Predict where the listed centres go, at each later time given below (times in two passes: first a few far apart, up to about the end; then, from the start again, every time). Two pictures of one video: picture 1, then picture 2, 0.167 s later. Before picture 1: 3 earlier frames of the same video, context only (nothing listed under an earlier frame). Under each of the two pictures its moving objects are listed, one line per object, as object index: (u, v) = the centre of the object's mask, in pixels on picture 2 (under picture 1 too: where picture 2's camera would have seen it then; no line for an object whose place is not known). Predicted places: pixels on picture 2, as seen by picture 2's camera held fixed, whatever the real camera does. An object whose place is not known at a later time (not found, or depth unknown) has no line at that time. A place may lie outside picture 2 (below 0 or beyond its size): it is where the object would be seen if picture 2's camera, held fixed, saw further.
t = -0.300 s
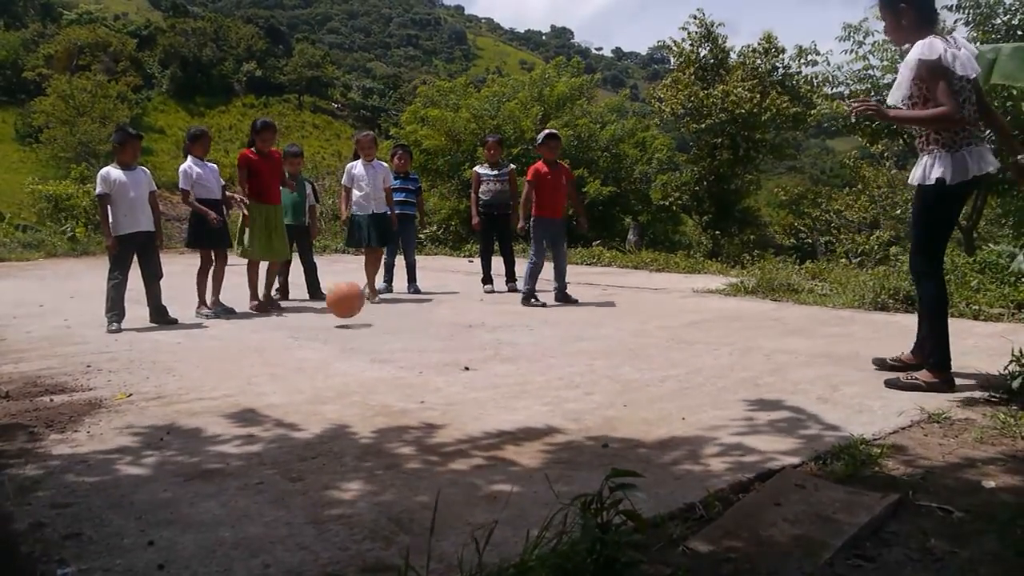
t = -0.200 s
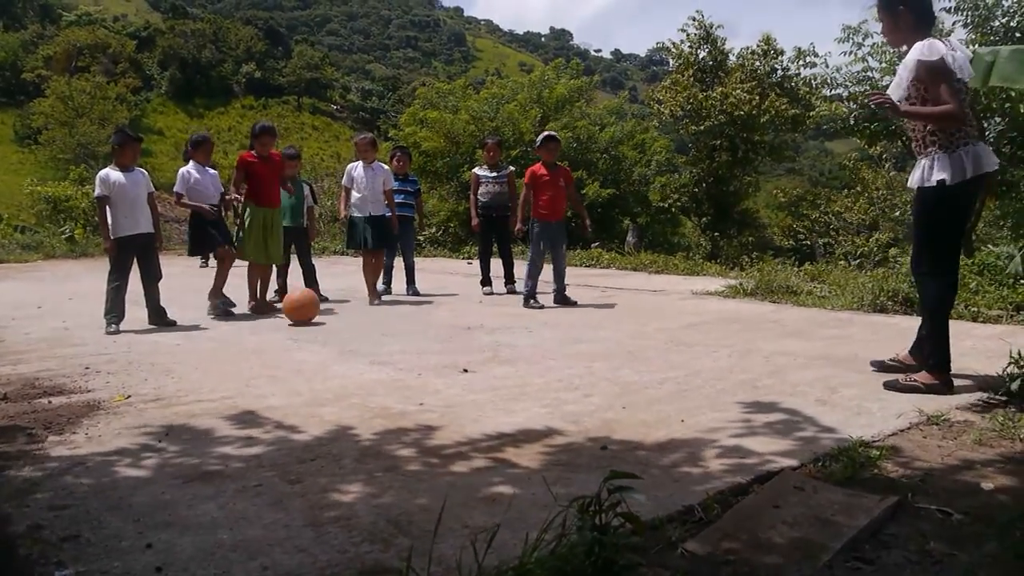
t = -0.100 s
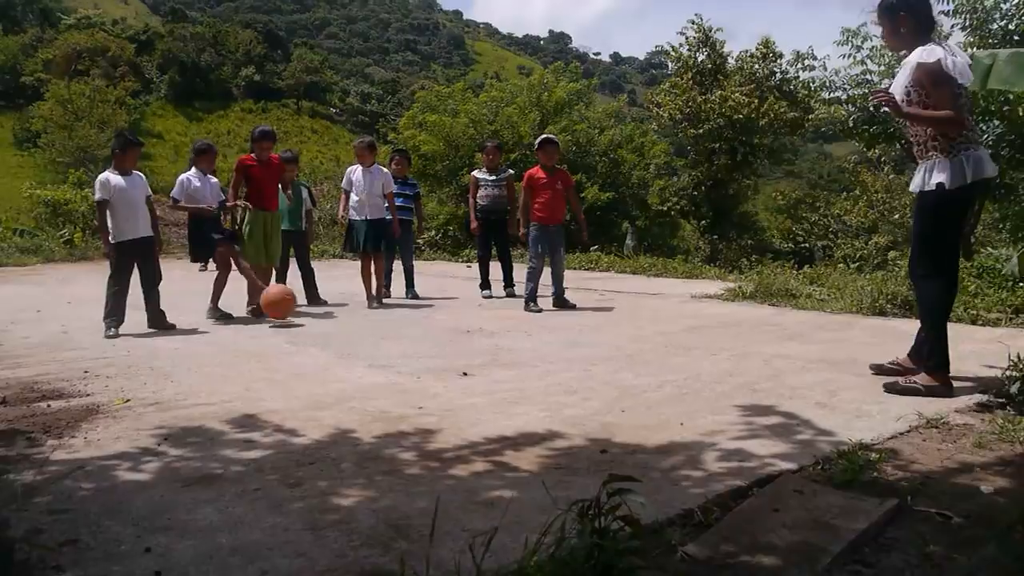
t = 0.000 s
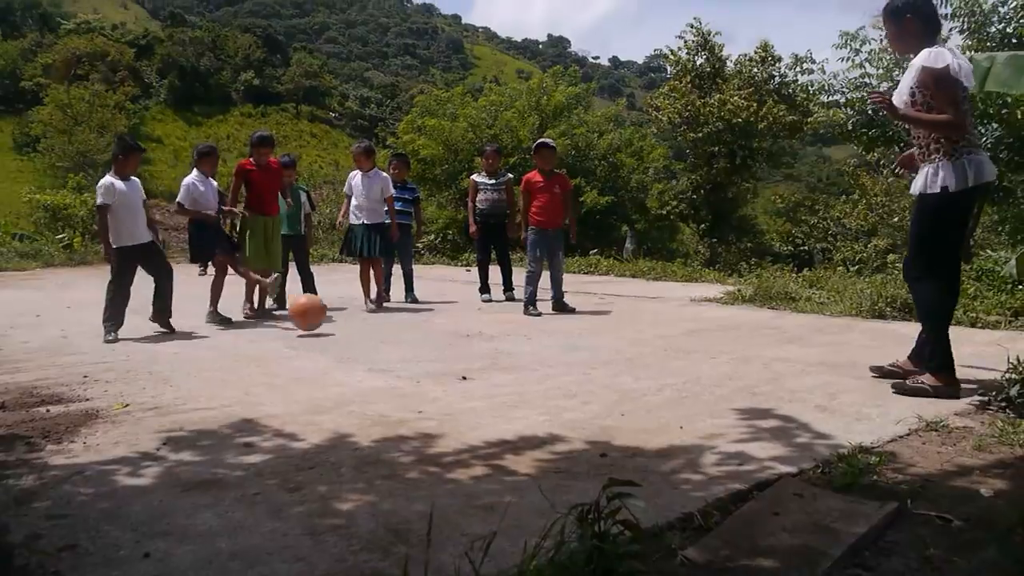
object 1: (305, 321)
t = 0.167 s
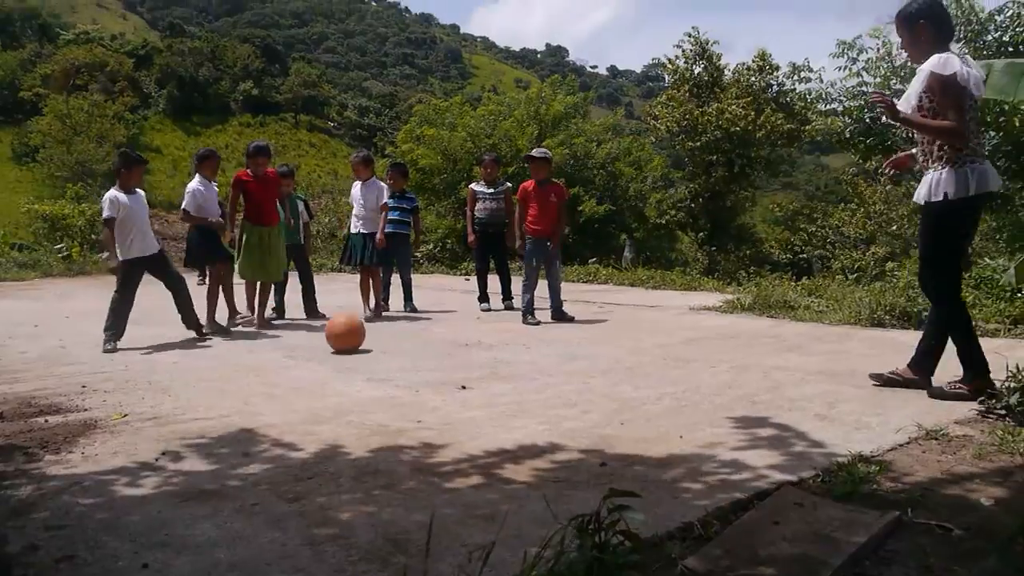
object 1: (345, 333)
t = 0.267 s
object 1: (361, 334)
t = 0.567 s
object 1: (402, 340)
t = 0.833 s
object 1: (441, 346)
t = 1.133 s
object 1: (489, 355)
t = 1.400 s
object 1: (535, 361)
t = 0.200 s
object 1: (351, 334)
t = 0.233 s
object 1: (356, 334)
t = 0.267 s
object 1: (361, 334)
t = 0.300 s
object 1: (365, 334)
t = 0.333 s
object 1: (370, 335)
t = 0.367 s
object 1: (374, 336)
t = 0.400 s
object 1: (379, 336)
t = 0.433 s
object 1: (383, 337)
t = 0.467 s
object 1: (388, 338)
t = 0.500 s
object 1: (393, 338)
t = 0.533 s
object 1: (397, 339)
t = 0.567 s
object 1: (402, 340)
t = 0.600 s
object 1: (407, 342)
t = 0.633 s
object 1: (412, 342)
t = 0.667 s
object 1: (417, 343)
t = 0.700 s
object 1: (422, 344)
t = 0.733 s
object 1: (426, 344)
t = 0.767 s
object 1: (431, 344)
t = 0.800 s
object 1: (436, 345)
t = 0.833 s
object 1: (441, 346)
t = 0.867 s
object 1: (446, 346)
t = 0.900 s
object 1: (452, 348)
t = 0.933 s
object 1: (457, 349)
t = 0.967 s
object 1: (462, 350)
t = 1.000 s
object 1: (467, 350)
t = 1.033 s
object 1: (473, 351)
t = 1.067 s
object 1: (478, 352)
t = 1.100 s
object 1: (484, 354)
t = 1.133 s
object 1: (489, 355)
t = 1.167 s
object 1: (495, 356)
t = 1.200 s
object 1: (500, 356)
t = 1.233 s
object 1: (507, 358)
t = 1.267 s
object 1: (512, 358)
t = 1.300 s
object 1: (517, 359)
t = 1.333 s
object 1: (523, 360)
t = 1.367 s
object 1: (530, 360)
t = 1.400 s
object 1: (535, 361)
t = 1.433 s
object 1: (541, 362)
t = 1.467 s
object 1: (547, 364)
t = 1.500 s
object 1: (553, 365)
